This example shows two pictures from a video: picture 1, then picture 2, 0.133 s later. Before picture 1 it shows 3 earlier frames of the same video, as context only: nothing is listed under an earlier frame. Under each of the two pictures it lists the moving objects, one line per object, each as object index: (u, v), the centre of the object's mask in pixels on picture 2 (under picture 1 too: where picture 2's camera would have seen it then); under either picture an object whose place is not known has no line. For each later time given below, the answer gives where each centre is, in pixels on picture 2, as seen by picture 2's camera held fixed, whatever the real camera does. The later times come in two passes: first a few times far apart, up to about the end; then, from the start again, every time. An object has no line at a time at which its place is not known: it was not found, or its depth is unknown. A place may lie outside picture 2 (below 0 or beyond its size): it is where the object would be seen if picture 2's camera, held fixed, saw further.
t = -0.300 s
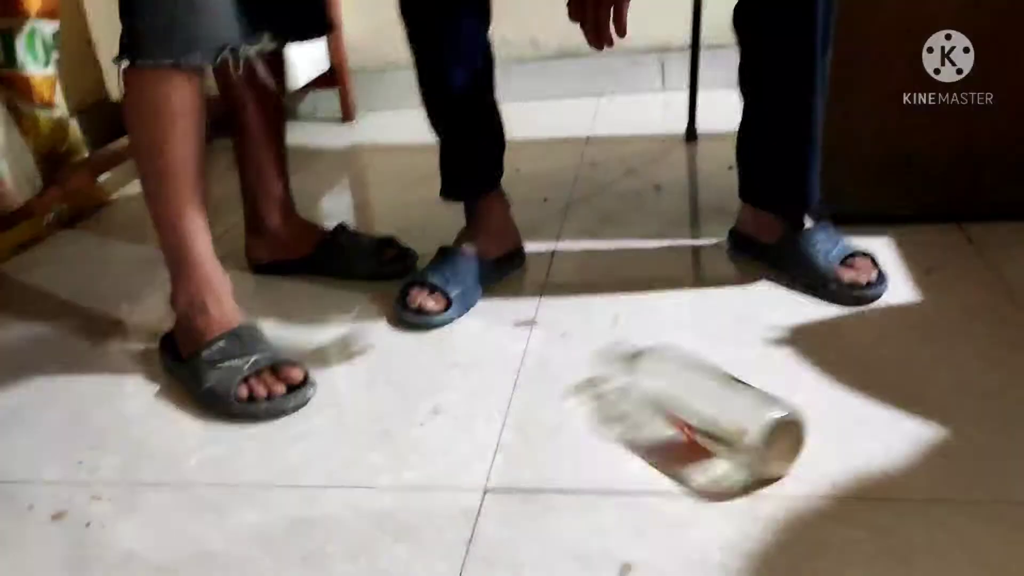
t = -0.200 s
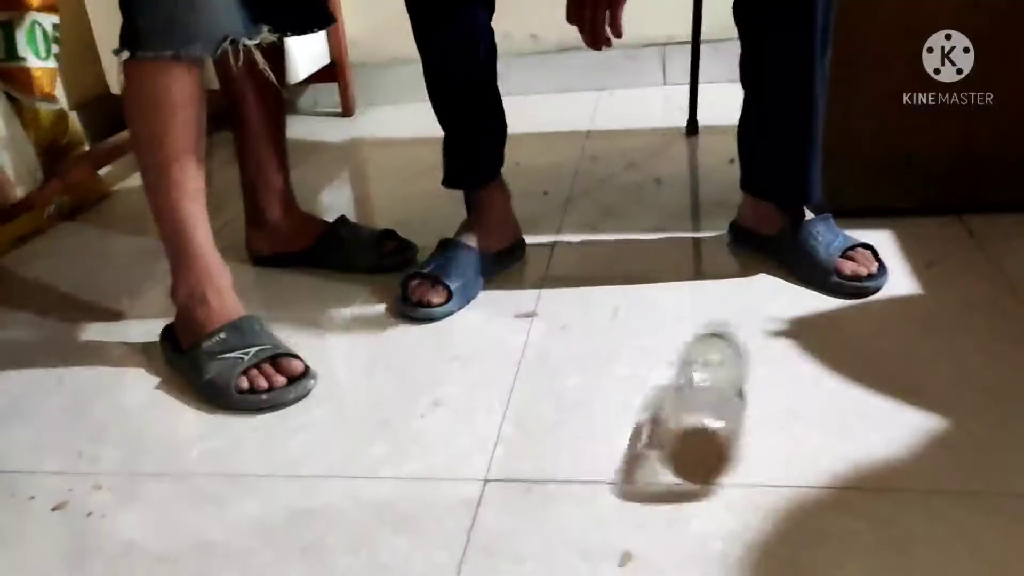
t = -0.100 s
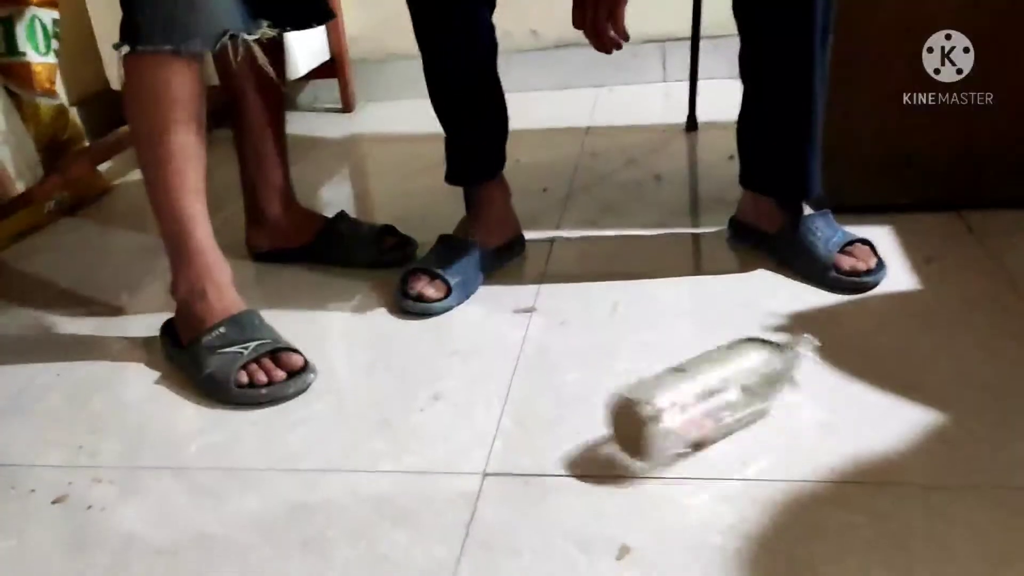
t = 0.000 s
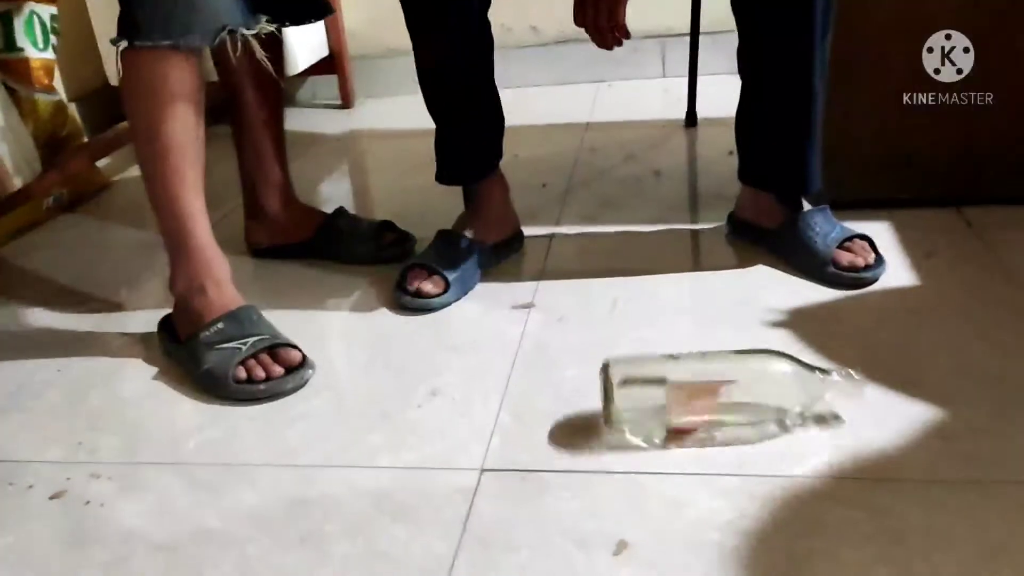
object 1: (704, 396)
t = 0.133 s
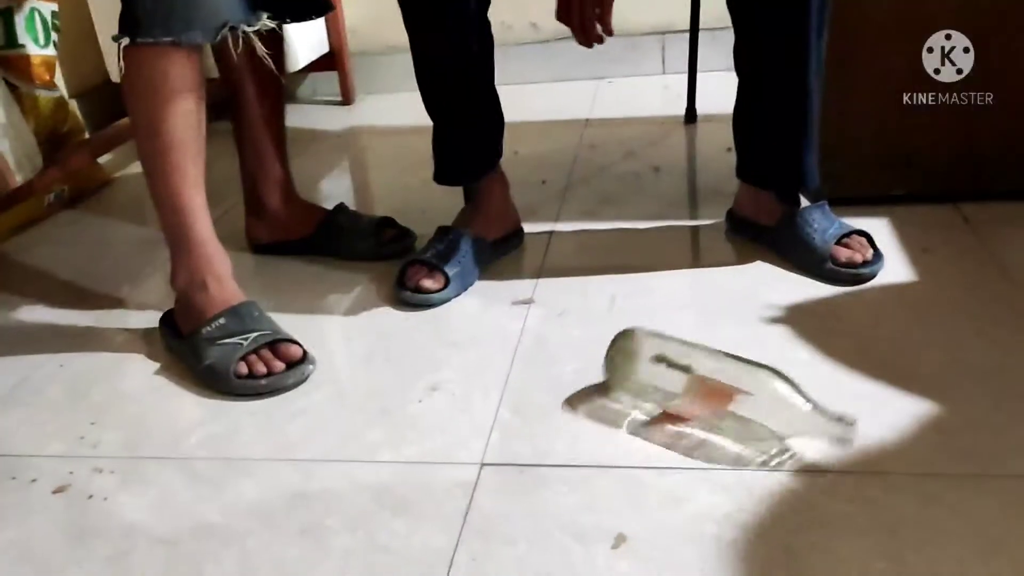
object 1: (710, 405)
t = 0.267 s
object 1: (703, 411)
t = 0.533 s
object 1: (708, 409)
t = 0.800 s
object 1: (728, 411)
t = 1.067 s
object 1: (732, 412)
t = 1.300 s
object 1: (722, 410)
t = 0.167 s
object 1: (709, 407)
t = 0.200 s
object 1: (708, 409)
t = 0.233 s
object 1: (700, 405)
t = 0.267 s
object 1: (703, 411)
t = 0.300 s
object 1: (703, 411)
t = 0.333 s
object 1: (702, 411)
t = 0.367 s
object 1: (701, 411)
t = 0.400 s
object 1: (702, 411)
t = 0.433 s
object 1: (702, 410)
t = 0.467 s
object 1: (704, 410)
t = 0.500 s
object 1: (706, 409)
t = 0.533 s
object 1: (708, 409)
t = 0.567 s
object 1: (710, 409)
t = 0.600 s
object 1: (712, 409)
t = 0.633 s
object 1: (715, 409)
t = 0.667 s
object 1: (718, 409)
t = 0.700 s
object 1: (721, 410)
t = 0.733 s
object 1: (724, 410)
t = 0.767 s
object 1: (726, 411)
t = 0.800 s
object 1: (728, 411)
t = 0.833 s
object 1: (729, 412)
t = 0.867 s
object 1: (731, 412)
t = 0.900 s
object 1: (732, 412)
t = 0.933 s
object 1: (732, 412)
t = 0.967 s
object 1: (733, 412)
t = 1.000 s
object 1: (733, 412)
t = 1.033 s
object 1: (733, 412)
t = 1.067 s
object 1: (732, 412)
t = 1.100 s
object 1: (731, 412)
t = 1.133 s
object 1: (730, 412)
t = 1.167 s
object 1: (729, 411)
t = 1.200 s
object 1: (727, 411)
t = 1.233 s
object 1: (726, 411)
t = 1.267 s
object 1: (724, 410)
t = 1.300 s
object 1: (722, 410)
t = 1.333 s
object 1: (721, 410)
